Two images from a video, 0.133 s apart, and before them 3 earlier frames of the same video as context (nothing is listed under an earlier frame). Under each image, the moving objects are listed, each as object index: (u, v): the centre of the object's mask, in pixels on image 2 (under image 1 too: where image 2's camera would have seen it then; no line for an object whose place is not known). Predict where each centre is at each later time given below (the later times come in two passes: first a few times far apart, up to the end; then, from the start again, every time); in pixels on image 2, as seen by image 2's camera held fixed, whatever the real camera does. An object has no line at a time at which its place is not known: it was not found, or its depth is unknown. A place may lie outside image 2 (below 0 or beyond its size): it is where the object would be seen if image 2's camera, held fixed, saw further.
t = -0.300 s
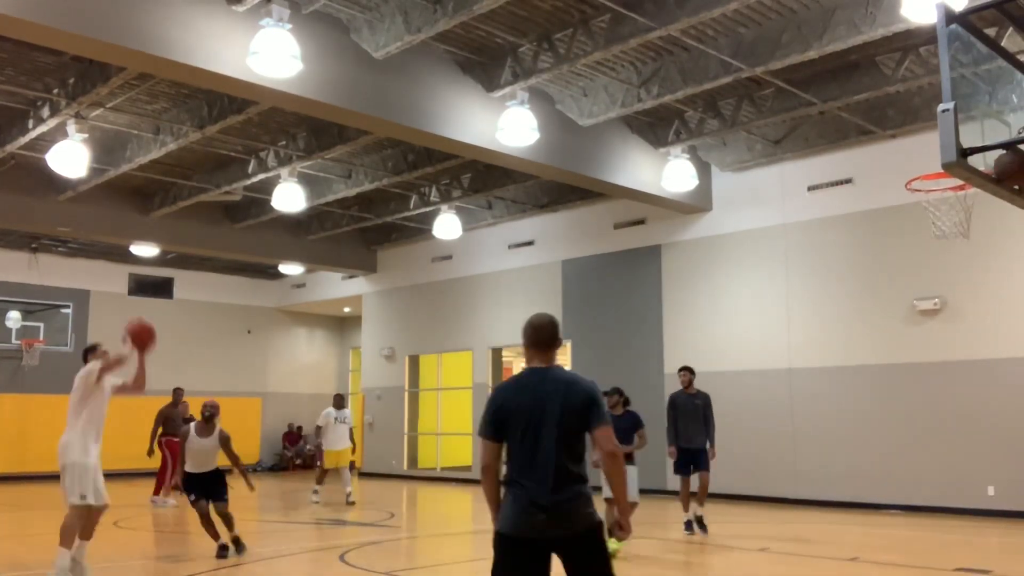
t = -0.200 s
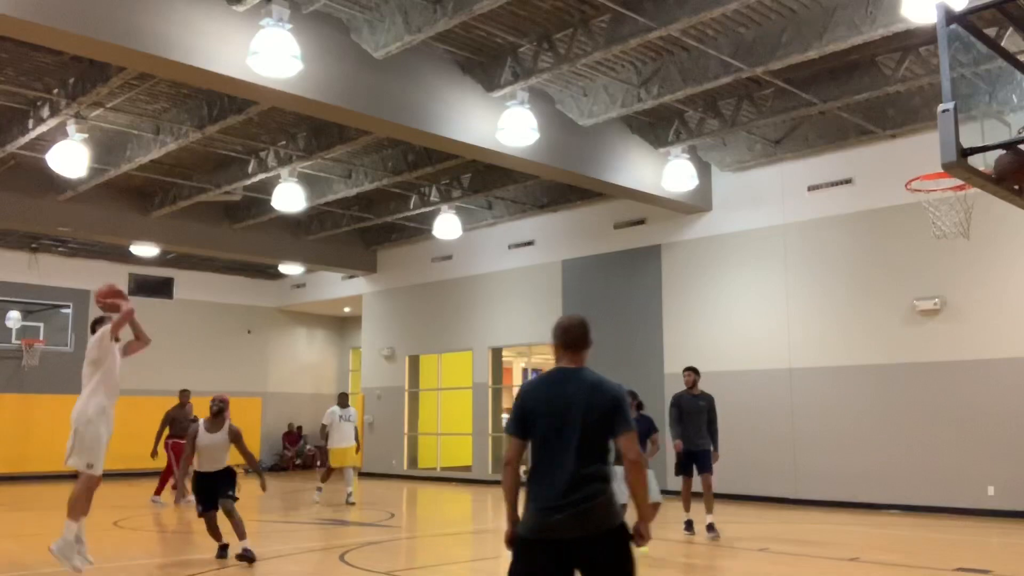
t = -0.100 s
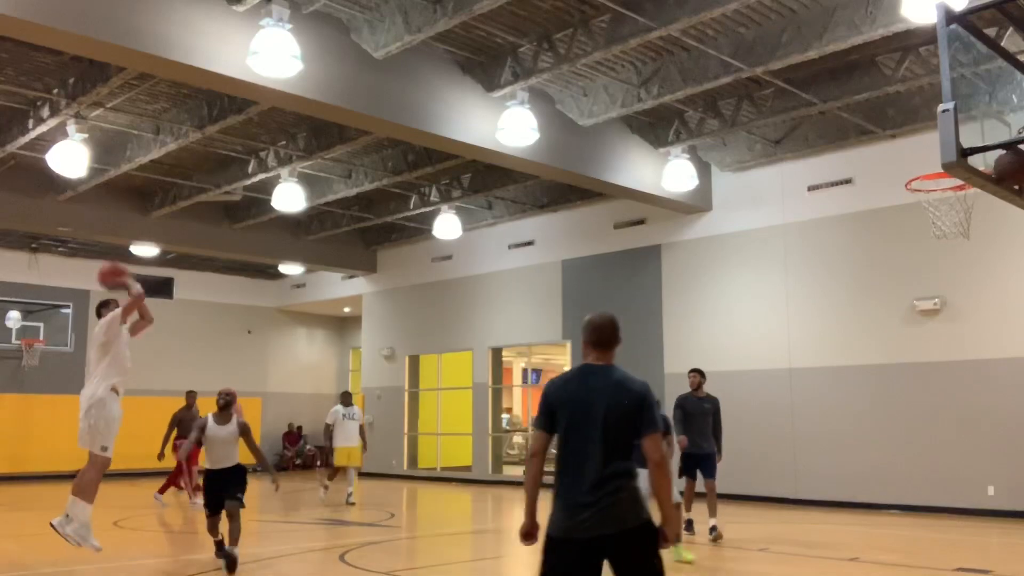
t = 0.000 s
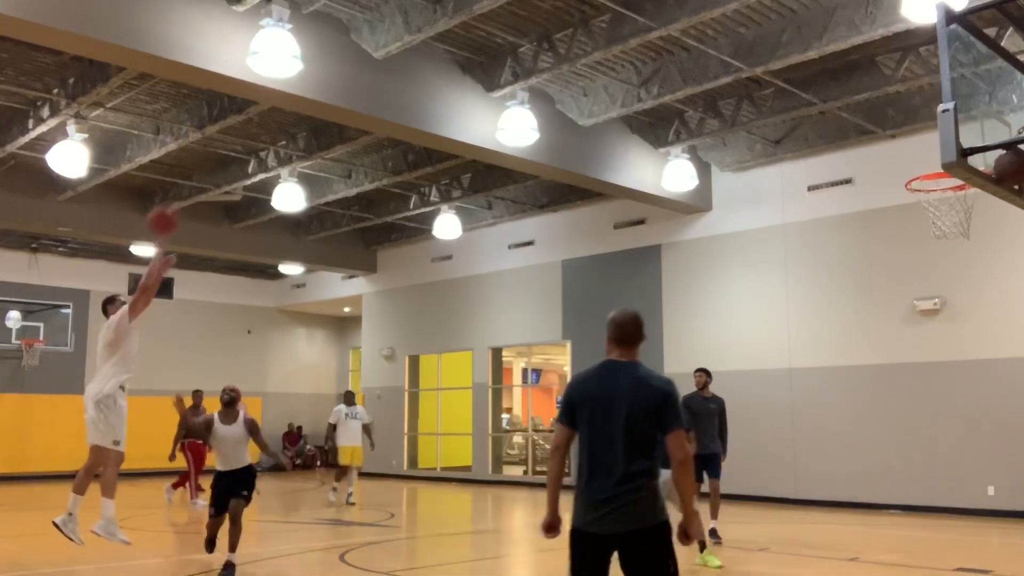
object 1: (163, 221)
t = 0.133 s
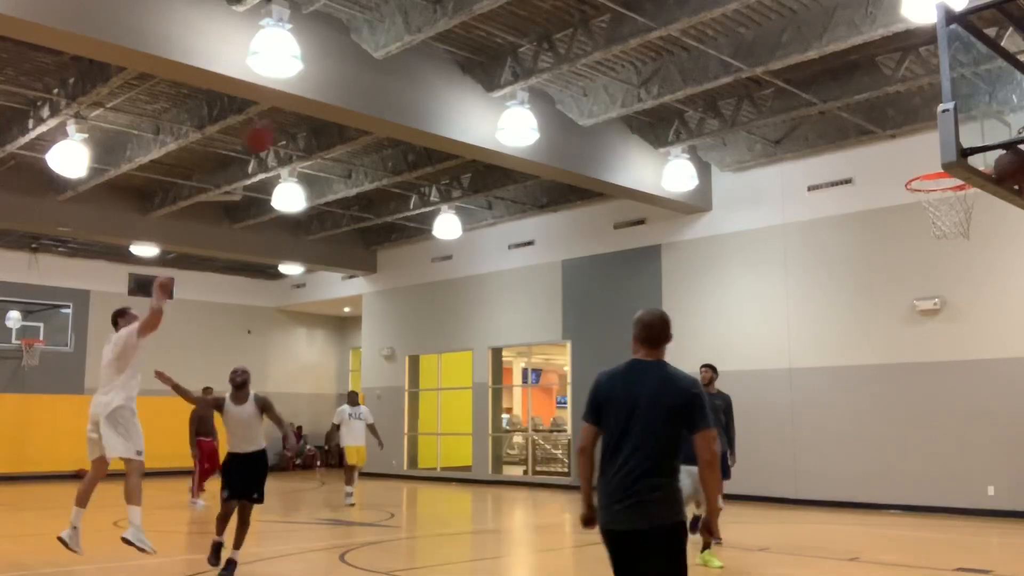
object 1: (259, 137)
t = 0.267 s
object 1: (352, 78)
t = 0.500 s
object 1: (517, 22)
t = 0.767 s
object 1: (708, 33)
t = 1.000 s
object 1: (887, 120)
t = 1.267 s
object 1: (926, 220)
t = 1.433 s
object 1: (935, 265)
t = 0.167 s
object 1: (281, 121)
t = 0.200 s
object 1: (305, 106)
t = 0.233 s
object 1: (328, 91)
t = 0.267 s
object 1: (352, 78)
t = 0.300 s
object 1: (375, 67)
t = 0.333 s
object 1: (399, 56)
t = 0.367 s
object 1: (422, 46)
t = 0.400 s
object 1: (446, 38)
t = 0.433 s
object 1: (469, 32)
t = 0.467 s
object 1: (492, 26)
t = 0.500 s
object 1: (517, 22)
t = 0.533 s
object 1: (539, 20)
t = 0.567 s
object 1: (563, 16)
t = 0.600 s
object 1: (588, 16)
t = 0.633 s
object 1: (611, 18)
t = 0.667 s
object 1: (636, 19)
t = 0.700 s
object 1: (659, 22)
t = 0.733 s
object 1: (683, 27)
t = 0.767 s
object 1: (708, 33)
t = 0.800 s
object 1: (733, 41)
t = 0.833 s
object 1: (757, 51)
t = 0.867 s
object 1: (783, 62)
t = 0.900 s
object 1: (808, 74)
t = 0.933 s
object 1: (834, 87)
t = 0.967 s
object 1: (860, 102)
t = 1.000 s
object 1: (887, 120)
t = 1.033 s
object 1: (913, 138)
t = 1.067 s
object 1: (932, 159)
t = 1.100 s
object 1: (954, 186)
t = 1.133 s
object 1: (937, 194)
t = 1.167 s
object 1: (923, 206)
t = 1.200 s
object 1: (923, 211)
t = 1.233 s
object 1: (924, 214)
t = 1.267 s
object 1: (926, 220)
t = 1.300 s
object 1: (927, 226)
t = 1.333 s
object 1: (929, 233)
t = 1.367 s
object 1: (931, 242)
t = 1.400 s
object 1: (933, 253)
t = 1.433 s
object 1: (935, 265)
